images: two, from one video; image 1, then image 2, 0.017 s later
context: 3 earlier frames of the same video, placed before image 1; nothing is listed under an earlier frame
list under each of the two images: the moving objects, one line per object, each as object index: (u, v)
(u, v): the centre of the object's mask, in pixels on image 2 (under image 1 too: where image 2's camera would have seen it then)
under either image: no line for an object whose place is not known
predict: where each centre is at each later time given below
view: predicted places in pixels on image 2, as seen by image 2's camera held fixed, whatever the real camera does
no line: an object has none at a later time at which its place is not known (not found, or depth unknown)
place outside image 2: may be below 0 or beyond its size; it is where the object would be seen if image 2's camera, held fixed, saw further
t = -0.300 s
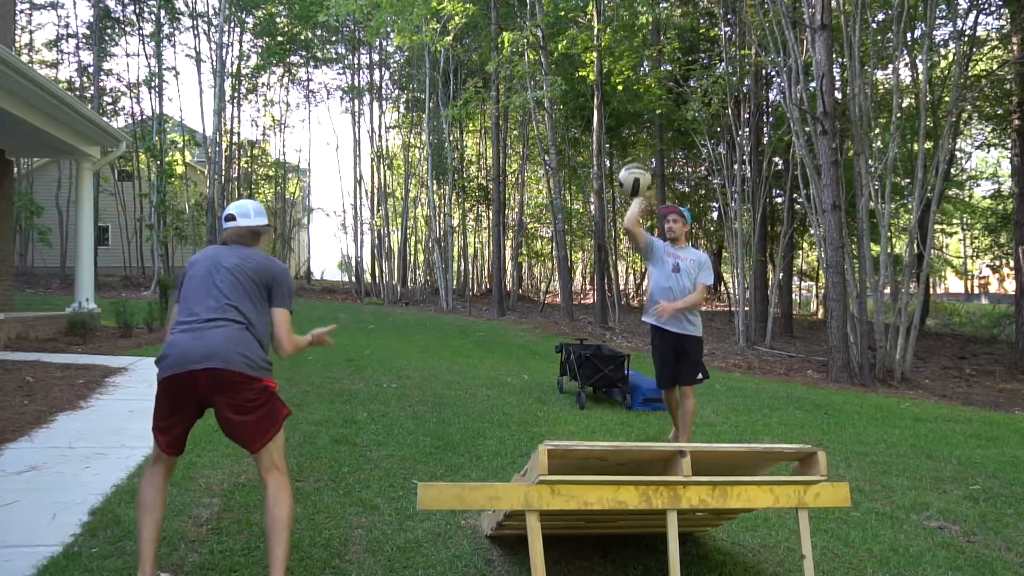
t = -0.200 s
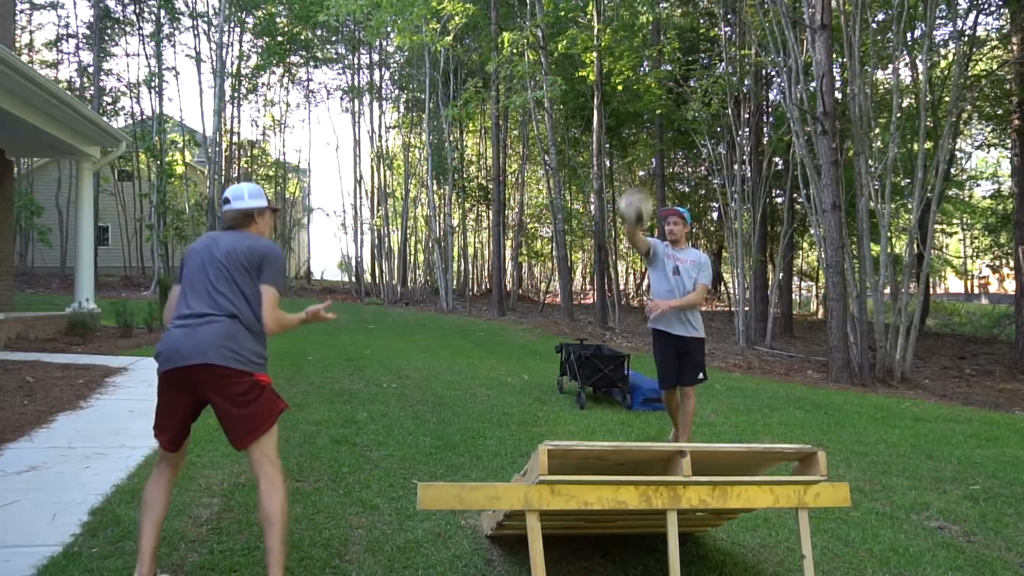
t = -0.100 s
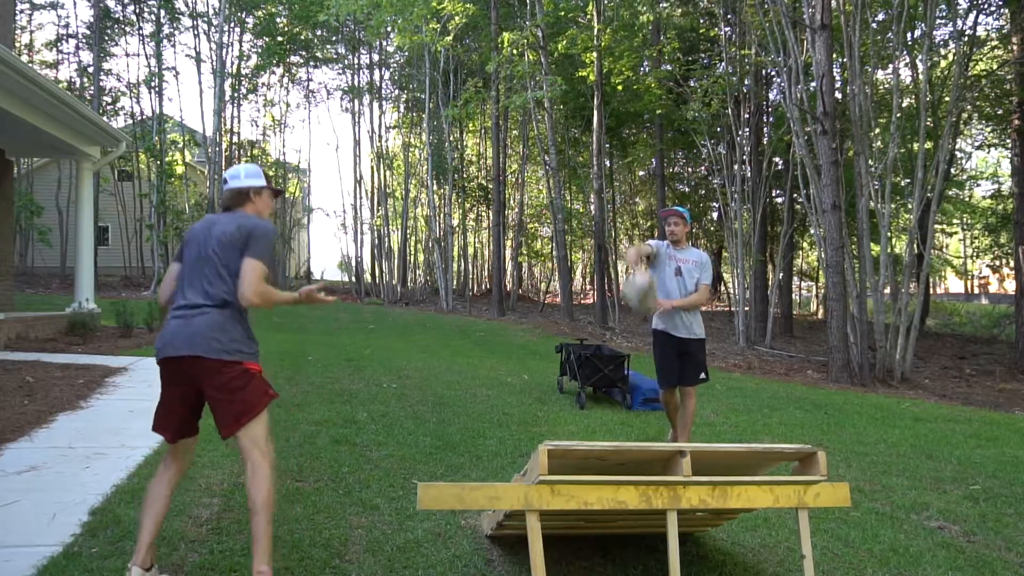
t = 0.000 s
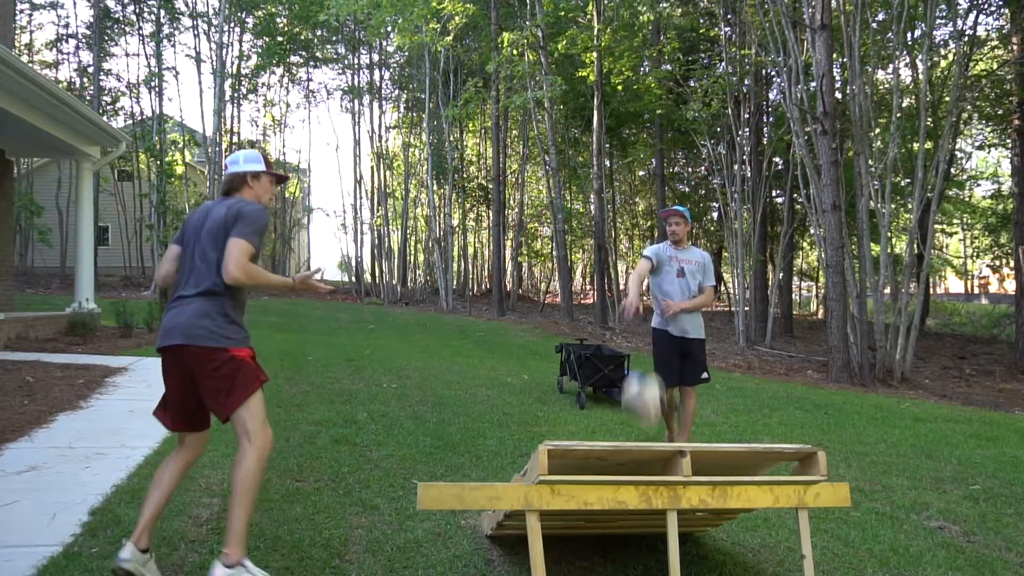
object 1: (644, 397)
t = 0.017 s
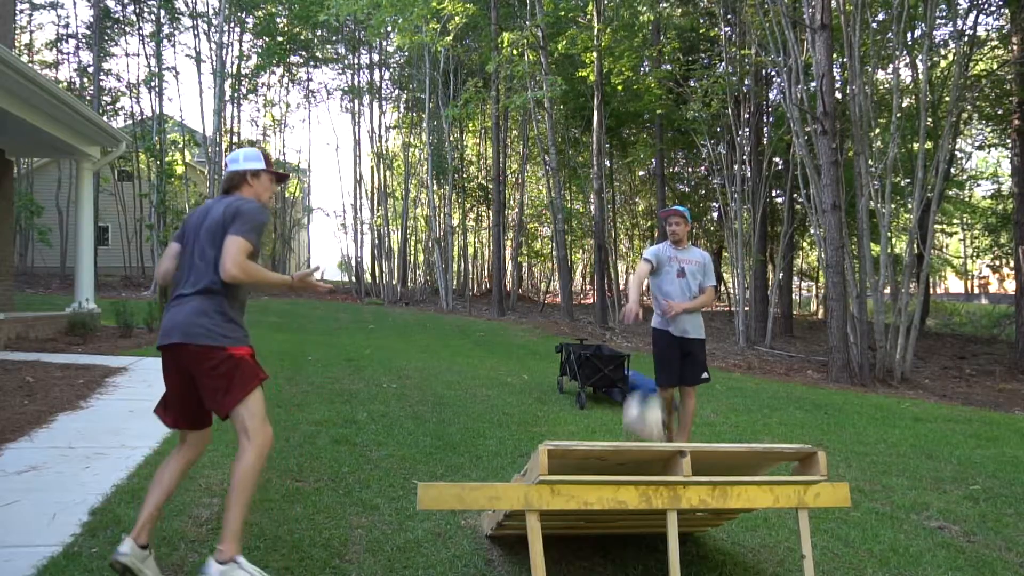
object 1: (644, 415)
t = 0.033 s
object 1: (644, 428)
